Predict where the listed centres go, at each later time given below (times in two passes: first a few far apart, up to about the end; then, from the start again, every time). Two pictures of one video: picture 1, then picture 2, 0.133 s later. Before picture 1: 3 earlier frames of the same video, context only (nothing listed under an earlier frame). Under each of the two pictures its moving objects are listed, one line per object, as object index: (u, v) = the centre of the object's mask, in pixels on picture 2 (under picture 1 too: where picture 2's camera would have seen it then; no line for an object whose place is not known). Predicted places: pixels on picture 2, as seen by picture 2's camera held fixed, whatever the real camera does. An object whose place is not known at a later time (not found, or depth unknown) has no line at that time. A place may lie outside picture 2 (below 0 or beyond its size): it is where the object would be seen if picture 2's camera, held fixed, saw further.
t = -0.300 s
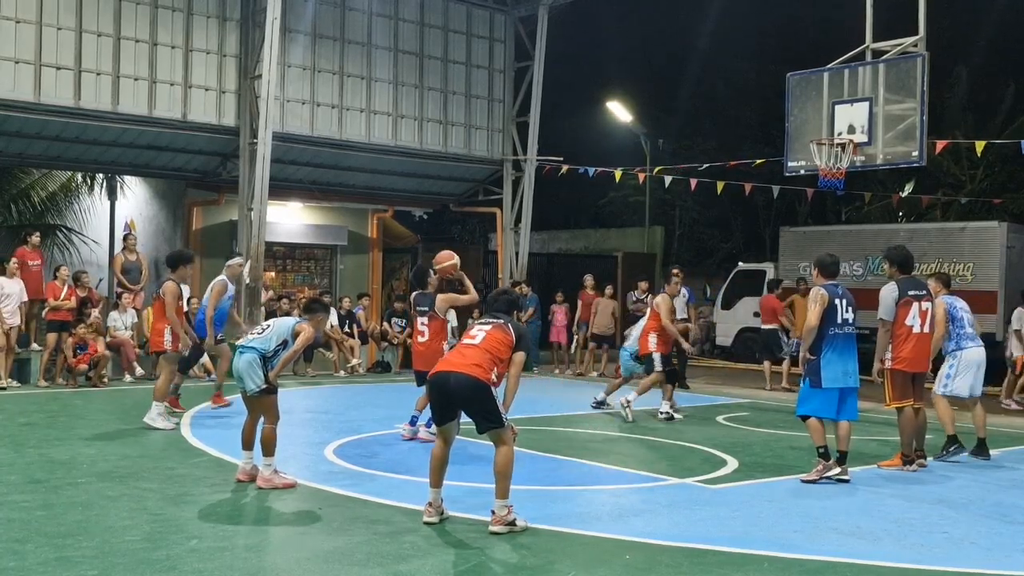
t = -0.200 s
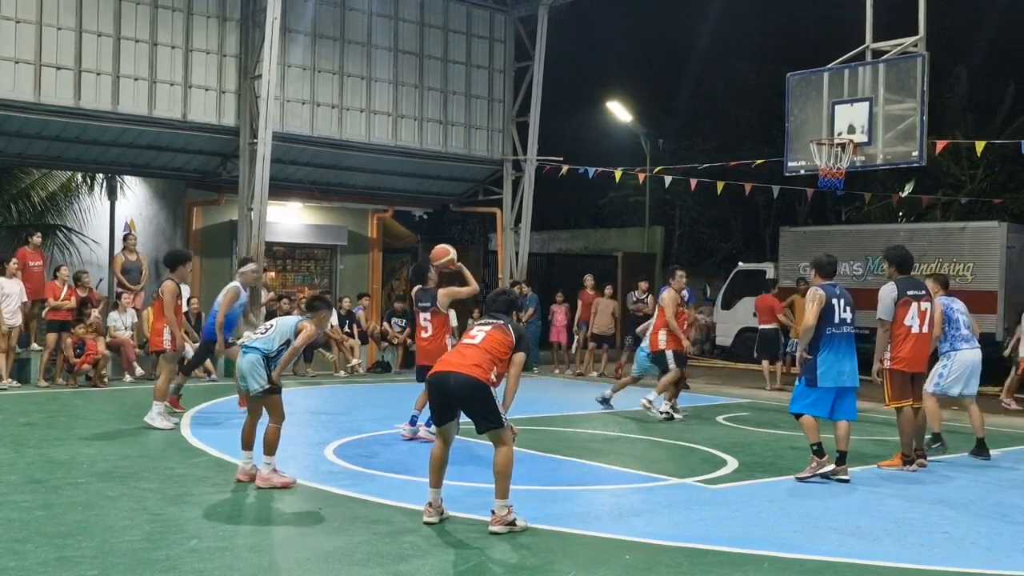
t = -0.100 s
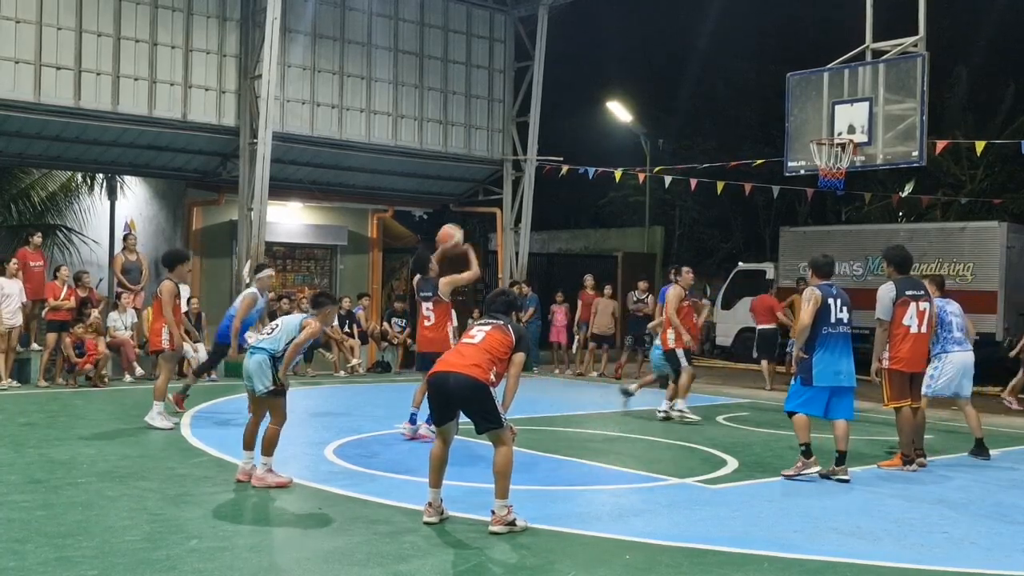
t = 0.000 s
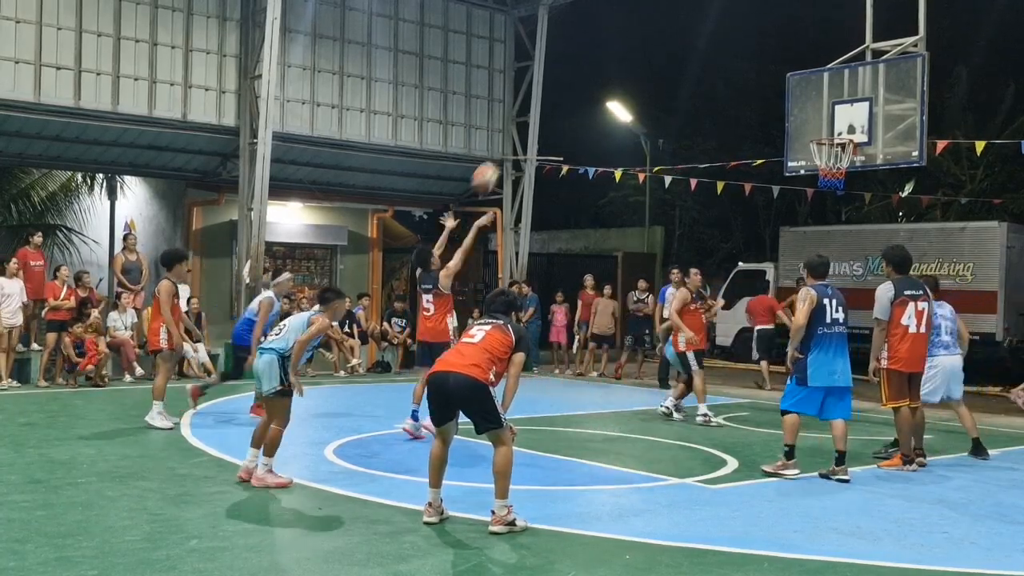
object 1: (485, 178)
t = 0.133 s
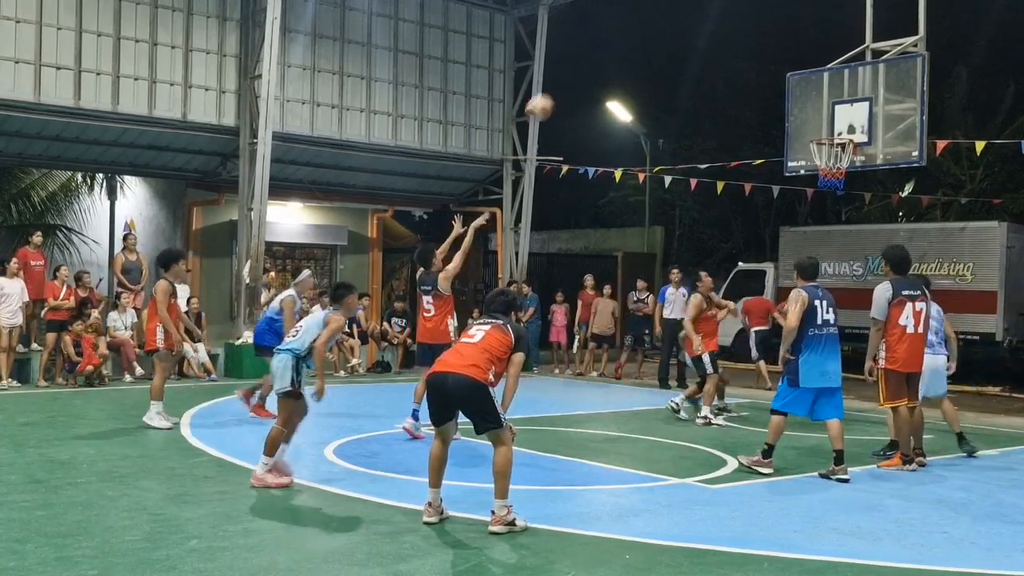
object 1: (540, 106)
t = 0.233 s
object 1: (577, 70)
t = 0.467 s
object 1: (660, 26)
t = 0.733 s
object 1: (742, 40)
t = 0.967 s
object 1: (807, 103)
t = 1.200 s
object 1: (858, 108)
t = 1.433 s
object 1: (909, 104)
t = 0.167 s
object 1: (553, 93)
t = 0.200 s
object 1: (565, 81)
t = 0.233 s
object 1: (577, 70)
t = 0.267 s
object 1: (590, 60)
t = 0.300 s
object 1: (602, 51)
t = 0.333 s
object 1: (614, 44)
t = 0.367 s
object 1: (625, 38)
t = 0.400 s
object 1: (637, 32)
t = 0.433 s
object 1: (649, 29)
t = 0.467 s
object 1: (660, 26)
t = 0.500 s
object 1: (671, 24)
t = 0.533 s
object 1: (682, 23)
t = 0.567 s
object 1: (692, 24)
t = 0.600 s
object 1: (702, 25)
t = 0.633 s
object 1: (713, 28)
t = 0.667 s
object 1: (722, 31)
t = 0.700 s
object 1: (732, 35)
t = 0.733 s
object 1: (742, 40)
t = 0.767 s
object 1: (753, 47)
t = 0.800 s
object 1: (762, 54)
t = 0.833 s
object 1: (771, 62)
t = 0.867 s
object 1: (780, 71)
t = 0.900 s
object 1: (789, 80)
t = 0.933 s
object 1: (798, 91)
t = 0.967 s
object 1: (807, 103)
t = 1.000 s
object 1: (814, 114)
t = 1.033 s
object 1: (823, 127)
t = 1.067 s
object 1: (831, 130)
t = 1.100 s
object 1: (837, 125)
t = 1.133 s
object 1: (845, 119)
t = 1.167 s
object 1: (851, 114)
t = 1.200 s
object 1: (858, 108)
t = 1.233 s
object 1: (864, 105)
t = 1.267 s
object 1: (872, 102)
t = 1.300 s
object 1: (881, 100)
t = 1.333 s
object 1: (888, 99)
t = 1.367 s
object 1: (895, 100)
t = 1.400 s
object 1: (902, 102)
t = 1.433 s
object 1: (909, 104)
